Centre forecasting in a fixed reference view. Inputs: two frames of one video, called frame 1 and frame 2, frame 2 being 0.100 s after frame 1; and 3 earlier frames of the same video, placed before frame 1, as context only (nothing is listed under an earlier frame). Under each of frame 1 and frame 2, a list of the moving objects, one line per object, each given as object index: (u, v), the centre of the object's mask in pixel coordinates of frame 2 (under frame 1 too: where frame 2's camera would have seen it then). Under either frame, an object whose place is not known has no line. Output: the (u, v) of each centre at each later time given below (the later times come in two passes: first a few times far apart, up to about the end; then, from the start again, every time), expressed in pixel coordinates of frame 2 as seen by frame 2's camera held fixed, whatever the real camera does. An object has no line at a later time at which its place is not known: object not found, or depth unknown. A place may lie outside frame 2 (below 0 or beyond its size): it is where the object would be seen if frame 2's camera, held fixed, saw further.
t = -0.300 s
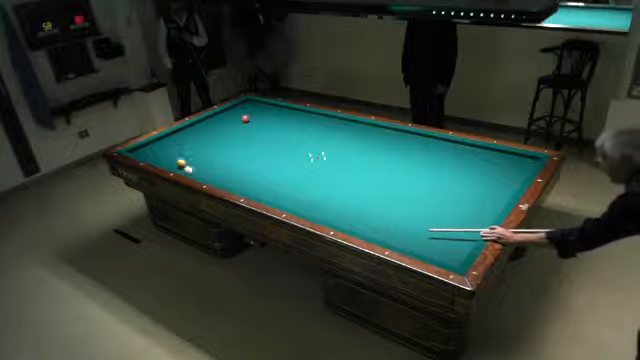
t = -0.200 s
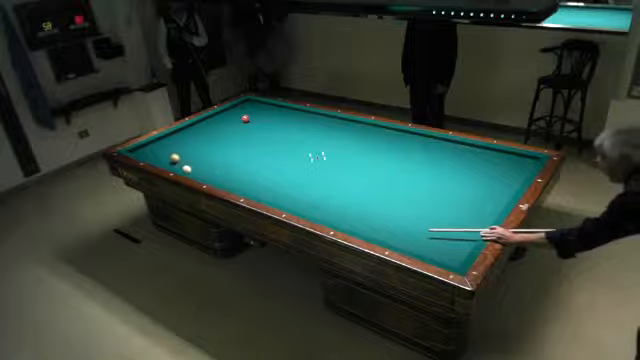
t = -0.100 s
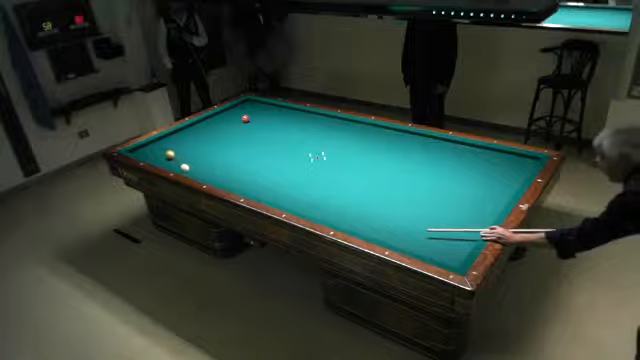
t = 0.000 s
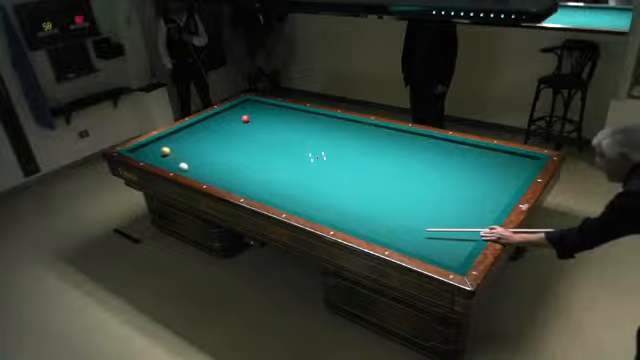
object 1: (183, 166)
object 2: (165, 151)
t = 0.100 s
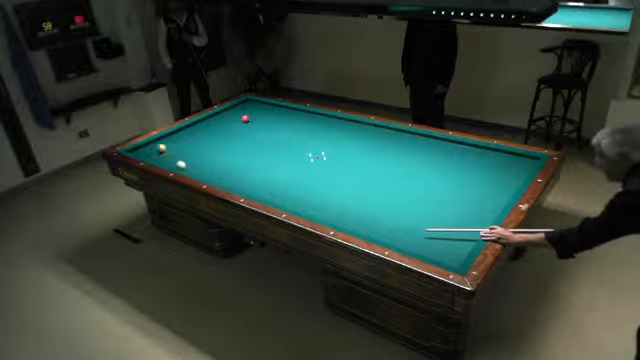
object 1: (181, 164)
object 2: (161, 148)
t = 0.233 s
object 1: (178, 163)
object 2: (156, 144)
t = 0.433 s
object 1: (175, 160)
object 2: (159, 141)
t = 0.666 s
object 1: (171, 158)
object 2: (171, 142)
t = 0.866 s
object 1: (168, 155)
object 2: (183, 143)
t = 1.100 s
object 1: (165, 153)
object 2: (195, 144)
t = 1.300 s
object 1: (162, 151)
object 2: (206, 145)
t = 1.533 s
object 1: (160, 149)
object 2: (218, 146)
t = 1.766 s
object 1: (157, 146)
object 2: (231, 147)
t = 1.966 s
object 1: (154, 145)
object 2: (241, 148)
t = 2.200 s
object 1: (152, 142)
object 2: (253, 148)
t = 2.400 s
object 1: (152, 142)
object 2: (263, 149)
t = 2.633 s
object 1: (153, 142)
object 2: (276, 150)
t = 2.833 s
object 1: (154, 143)
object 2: (286, 150)
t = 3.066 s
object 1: (155, 144)
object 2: (297, 151)
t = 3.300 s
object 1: (156, 144)
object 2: (308, 152)
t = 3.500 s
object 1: (157, 145)
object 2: (319, 153)
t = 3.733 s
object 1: (158, 145)
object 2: (329, 153)
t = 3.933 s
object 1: (158, 145)
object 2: (339, 154)
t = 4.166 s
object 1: (159, 145)
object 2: (350, 155)
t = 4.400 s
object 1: (160, 146)
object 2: (361, 155)
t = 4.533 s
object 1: (160, 146)
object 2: (367, 155)
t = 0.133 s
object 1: (180, 164)
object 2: (160, 148)
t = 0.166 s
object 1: (180, 164)
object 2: (158, 146)
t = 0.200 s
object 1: (179, 164)
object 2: (157, 145)
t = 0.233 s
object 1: (178, 163)
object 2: (156, 144)
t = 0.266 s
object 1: (178, 162)
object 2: (154, 143)
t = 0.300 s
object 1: (177, 162)
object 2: (153, 142)
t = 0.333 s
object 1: (177, 162)
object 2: (153, 141)
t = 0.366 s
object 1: (176, 162)
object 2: (155, 141)
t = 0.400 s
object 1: (176, 161)
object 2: (156, 141)
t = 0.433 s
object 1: (175, 160)
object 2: (159, 141)
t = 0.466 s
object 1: (174, 160)
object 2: (161, 142)
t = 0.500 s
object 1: (174, 160)
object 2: (163, 142)
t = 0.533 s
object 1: (173, 159)
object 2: (164, 142)
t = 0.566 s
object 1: (173, 159)
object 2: (166, 142)
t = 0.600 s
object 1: (172, 159)
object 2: (168, 142)
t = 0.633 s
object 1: (172, 159)
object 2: (170, 142)
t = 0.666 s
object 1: (171, 158)
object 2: (171, 142)
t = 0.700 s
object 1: (171, 158)
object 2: (173, 142)
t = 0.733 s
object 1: (170, 157)
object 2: (175, 142)
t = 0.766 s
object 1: (170, 157)
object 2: (177, 143)
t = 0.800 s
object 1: (169, 156)
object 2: (179, 143)
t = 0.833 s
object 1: (169, 156)
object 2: (181, 143)
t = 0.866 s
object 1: (168, 155)
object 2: (183, 143)
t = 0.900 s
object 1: (168, 155)
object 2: (185, 143)
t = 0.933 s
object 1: (168, 155)
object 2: (186, 144)
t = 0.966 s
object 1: (167, 154)
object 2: (189, 144)
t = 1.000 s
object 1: (166, 154)
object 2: (190, 144)
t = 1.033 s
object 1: (166, 154)
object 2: (192, 144)
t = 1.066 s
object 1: (165, 153)
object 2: (193, 144)
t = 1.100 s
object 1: (165, 153)
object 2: (195, 144)
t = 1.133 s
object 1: (165, 153)
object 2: (197, 144)
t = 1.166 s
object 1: (164, 152)
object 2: (199, 145)
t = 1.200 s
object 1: (164, 152)
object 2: (201, 145)
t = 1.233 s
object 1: (163, 151)
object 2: (202, 145)
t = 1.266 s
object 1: (163, 151)
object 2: (204, 145)
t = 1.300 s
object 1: (162, 151)
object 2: (206, 145)
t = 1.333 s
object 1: (162, 151)
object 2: (207, 145)
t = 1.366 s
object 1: (162, 150)
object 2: (209, 145)
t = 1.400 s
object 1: (161, 150)
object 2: (211, 145)
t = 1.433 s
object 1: (160, 149)
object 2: (213, 145)
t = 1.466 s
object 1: (160, 149)
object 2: (215, 145)
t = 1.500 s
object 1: (160, 149)
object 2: (217, 146)
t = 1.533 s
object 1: (160, 149)
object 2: (218, 146)
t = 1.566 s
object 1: (159, 148)
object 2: (220, 146)
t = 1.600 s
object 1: (159, 148)
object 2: (222, 146)
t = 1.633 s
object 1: (159, 148)
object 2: (224, 146)
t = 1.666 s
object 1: (158, 147)
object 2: (225, 147)
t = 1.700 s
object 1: (157, 147)
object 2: (227, 147)
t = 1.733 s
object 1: (157, 147)
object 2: (229, 147)
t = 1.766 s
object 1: (157, 146)
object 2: (231, 147)
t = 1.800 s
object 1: (156, 146)
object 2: (232, 147)
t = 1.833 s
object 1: (156, 146)
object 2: (234, 147)
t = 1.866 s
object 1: (156, 146)
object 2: (236, 147)
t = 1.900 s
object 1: (155, 145)
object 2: (238, 147)
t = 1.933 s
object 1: (155, 145)
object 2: (240, 148)
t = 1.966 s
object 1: (154, 145)
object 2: (241, 148)
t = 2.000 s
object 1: (154, 144)
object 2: (243, 148)
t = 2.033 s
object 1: (154, 144)
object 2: (245, 148)
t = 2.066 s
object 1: (153, 144)
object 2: (246, 148)
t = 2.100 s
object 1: (153, 144)
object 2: (248, 148)
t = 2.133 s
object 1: (152, 143)
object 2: (249, 148)
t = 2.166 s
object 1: (152, 143)
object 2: (251, 148)
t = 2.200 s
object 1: (152, 142)
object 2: (253, 148)
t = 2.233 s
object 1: (152, 142)
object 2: (255, 149)
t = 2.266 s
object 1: (152, 142)
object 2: (256, 148)
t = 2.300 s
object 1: (151, 142)
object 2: (259, 149)
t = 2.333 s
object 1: (151, 142)
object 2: (260, 149)
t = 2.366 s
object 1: (151, 142)
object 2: (262, 149)
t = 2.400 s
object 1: (152, 142)
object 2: (263, 149)
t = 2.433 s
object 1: (152, 142)
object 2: (265, 149)
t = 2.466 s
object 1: (152, 142)
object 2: (267, 149)
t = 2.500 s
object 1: (152, 142)
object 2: (268, 149)
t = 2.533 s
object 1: (152, 142)
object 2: (270, 149)
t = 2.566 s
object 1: (152, 142)
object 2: (272, 149)
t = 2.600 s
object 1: (153, 142)
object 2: (274, 150)
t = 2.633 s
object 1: (153, 142)
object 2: (276, 150)
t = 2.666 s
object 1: (153, 142)
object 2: (277, 150)
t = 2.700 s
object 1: (153, 143)
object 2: (279, 150)
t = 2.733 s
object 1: (154, 143)
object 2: (281, 150)
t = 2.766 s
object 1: (154, 143)
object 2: (282, 150)
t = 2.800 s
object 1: (154, 143)
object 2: (284, 150)
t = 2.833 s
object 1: (154, 143)
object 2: (286, 150)
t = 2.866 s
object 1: (154, 143)
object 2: (287, 151)
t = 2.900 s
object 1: (154, 143)
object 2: (289, 151)
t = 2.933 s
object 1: (155, 143)
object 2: (291, 151)
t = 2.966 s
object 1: (155, 143)
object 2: (293, 151)
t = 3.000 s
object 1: (155, 143)
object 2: (294, 151)
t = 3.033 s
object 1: (155, 144)
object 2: (296, 151)
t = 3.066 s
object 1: (155, 144)
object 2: (297, 151)
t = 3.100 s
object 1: (155, 144)
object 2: (299, 151)
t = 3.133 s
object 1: (156, 144)
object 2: (300, 151)
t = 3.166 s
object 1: (156, 144)
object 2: (302, 152)
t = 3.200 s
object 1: (156, 144)
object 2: (304, 152)
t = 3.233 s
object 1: (156, 144)
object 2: (305, 152)
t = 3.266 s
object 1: (156, 144)
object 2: (307, 152)
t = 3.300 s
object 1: (156, 144)
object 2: (308, 152)
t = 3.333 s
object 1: (156, 144)
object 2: (310, 152)
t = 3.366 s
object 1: (157, 145)
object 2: (311, 152)
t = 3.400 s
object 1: (157, 145)
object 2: (313, 152)
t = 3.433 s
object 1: (157, 145)
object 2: (315, 152)
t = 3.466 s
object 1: (157, 145)
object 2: (317, 153)
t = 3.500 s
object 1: (157, 145)
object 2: (319, 153)
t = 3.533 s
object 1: (157, 145)
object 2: (320, 153)
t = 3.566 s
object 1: (157, 145)
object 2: (321, 153)
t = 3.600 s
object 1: (157, 145)
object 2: (323, 153)
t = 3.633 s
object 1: (157, 145)
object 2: (325, 153)
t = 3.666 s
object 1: (157, 145)
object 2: (326, 153)
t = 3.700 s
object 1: (158, 145)
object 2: (328, 153)
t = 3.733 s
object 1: (158, 145)
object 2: (329, 153)
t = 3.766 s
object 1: (158, 145)
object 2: (331, 154)
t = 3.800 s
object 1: (158, 145)
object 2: (332, 153)
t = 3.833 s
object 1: (158, 145)
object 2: (335, 154)
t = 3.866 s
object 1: (158, 145)
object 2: (336, 154)
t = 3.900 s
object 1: (159, 145)
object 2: (338, 154)
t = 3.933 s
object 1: (158, 145)
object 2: (339, 154)
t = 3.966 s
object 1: (159, 145)
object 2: (341, 154)
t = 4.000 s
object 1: (159, 145)
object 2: (342, 154)
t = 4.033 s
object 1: (159, 145)
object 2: (344, 154)
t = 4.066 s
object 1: (159, 145)
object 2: (345, 154)
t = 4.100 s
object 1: (159, 145)
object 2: (347, 154)
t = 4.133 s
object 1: (159, 145)
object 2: (349, 155)
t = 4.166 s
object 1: (159, 145)
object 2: (350, 155)
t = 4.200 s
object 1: (159, 145)
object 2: (352, 155)
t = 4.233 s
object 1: (160, 146)
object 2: (354, 155)
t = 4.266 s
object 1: (160, 146)
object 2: (355, 155)
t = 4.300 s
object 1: (160, 146)
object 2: (357, 155)
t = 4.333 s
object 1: (160, 146)
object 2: (358, 155)
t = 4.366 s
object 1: (160, 146)
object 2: (360, 155)
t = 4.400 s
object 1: (160, 146)
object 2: (361, 155)
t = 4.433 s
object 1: (160, 146)
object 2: (363, 156)
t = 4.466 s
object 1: (160, 146)
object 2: (364, 156)
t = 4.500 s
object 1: (160, 146)
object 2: (366, 156)
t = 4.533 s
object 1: (160, 146)
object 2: (367, 155)
